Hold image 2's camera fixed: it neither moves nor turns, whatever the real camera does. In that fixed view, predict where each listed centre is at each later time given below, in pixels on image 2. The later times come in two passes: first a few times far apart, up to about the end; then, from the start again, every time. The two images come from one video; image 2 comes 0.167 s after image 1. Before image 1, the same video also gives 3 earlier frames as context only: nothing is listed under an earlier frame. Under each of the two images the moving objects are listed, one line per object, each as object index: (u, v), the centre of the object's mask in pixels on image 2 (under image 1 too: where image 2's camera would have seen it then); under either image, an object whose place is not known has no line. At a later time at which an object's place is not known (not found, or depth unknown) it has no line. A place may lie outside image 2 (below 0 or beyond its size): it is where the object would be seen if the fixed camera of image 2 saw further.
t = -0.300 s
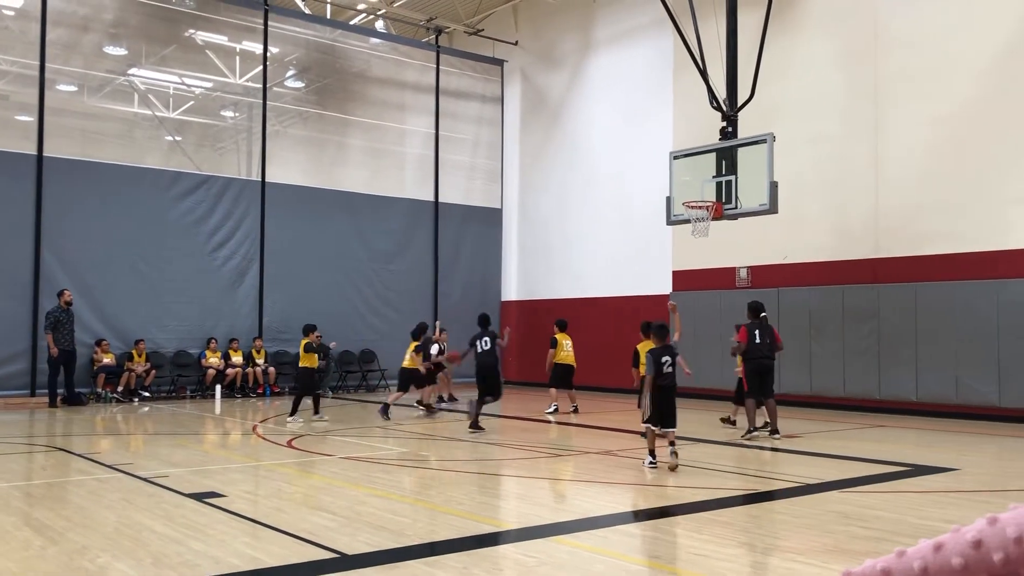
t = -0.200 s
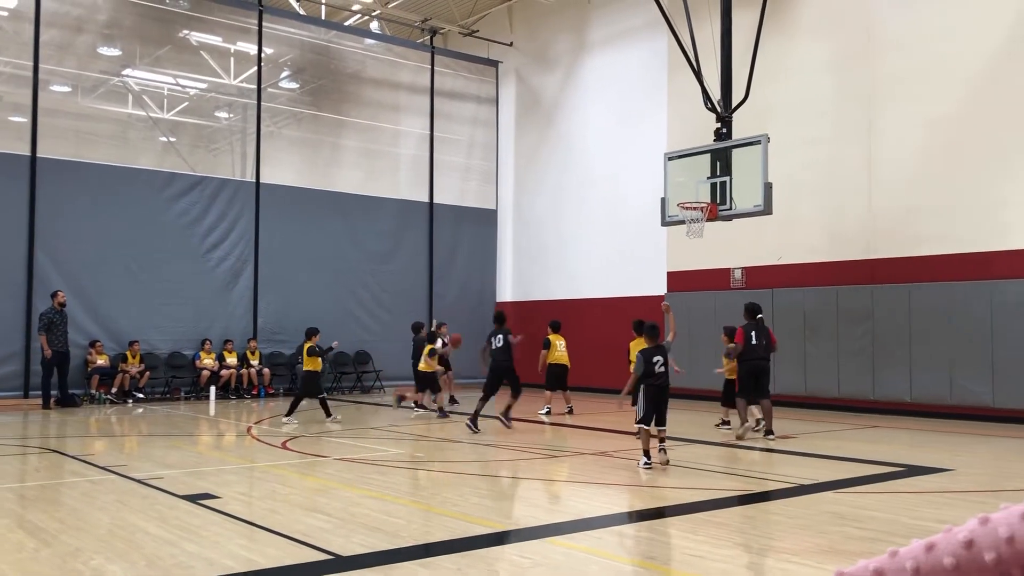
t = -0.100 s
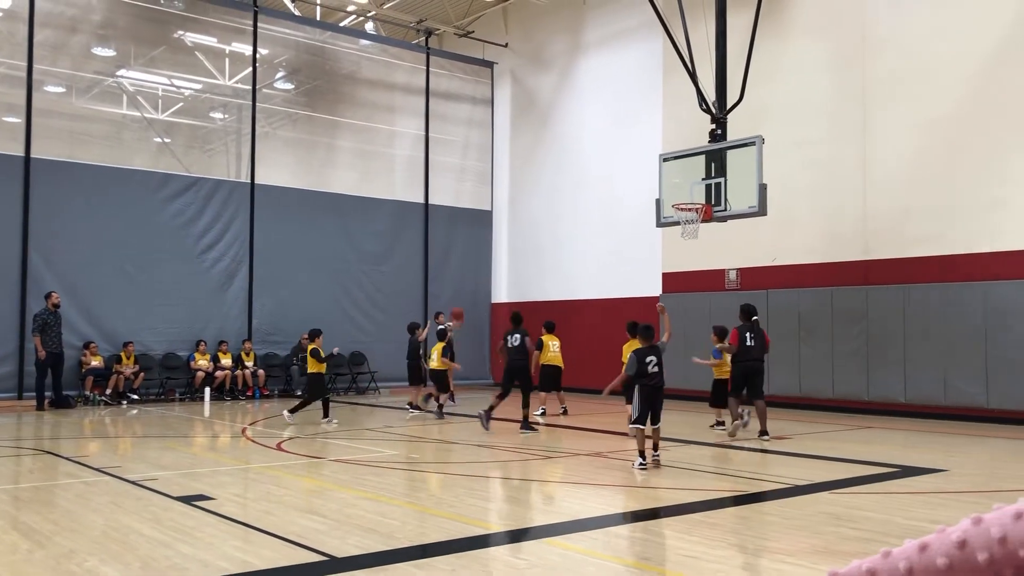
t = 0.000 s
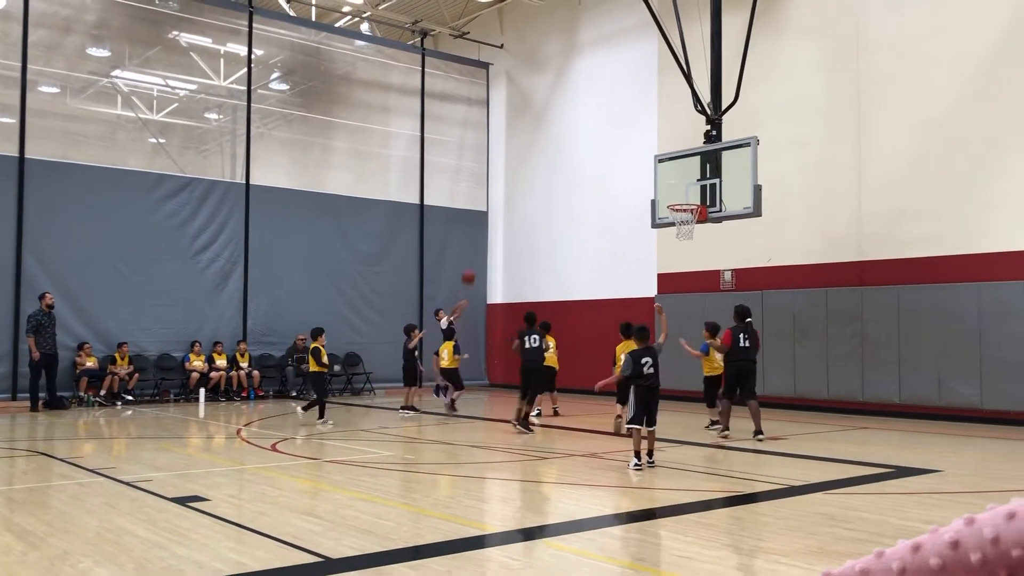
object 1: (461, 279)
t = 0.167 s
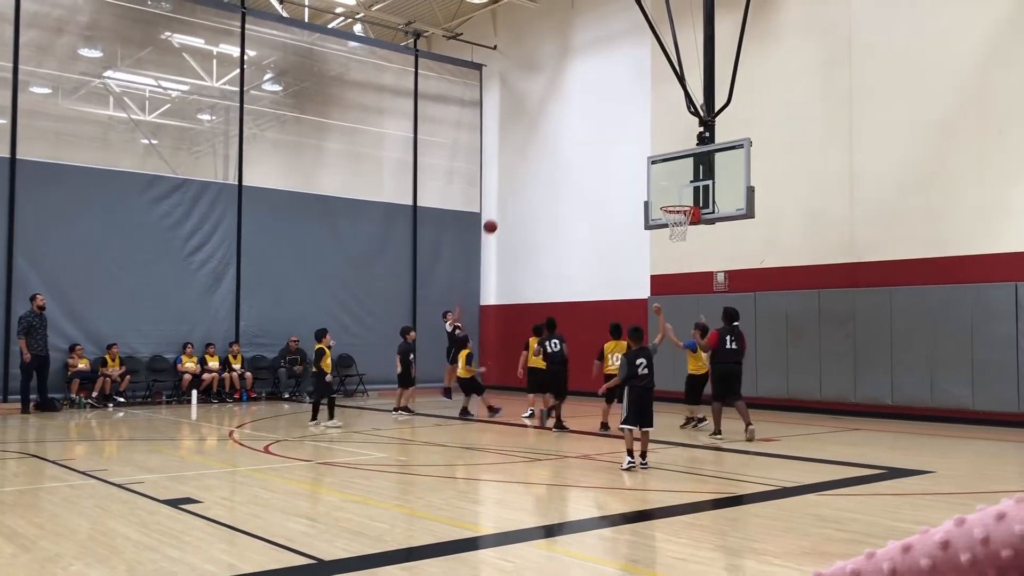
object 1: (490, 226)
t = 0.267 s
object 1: (507, 202)
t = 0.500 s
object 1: (549, 167)
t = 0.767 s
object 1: (598, 166)
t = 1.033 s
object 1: (651, 211)
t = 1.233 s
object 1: (691, 275)
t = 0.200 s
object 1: (496, 218)
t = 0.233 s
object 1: (502, 209)
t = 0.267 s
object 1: (507, 202)
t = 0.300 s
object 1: (513, 195)
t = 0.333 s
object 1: (519, 189)
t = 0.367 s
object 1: (525, 183)
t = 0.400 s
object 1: (531, 178)
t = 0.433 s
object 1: (537, 173)
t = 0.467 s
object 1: (543, 170)
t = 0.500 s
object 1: (549, 167)
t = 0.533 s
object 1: (555, 164)
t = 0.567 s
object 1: (561, 162)
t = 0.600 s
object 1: (567, 161)
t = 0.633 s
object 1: (573, 161)
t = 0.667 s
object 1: (580, 161)
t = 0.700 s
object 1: (586, 162)
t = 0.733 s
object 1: (592, 164)
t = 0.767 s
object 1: (598, 166)
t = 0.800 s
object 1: (605, 169)
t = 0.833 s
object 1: (611, 173)
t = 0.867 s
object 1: (618, 177)
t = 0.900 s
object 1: (625, 182)
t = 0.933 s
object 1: (631, 188)
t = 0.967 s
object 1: (638, 195)
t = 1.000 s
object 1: (645, 203)
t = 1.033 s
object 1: (651, 211)
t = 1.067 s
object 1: (658, 221)
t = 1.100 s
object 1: (664, 232)
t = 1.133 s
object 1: (671, 242)
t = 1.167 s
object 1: (678, 252)
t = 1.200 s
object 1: (684, 263)
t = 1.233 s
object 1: (691, 275)
